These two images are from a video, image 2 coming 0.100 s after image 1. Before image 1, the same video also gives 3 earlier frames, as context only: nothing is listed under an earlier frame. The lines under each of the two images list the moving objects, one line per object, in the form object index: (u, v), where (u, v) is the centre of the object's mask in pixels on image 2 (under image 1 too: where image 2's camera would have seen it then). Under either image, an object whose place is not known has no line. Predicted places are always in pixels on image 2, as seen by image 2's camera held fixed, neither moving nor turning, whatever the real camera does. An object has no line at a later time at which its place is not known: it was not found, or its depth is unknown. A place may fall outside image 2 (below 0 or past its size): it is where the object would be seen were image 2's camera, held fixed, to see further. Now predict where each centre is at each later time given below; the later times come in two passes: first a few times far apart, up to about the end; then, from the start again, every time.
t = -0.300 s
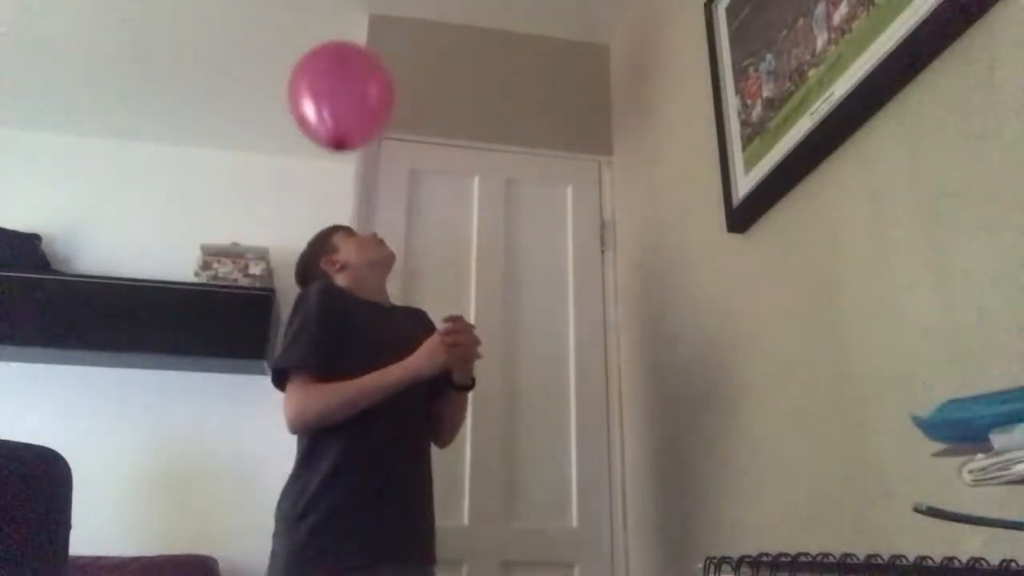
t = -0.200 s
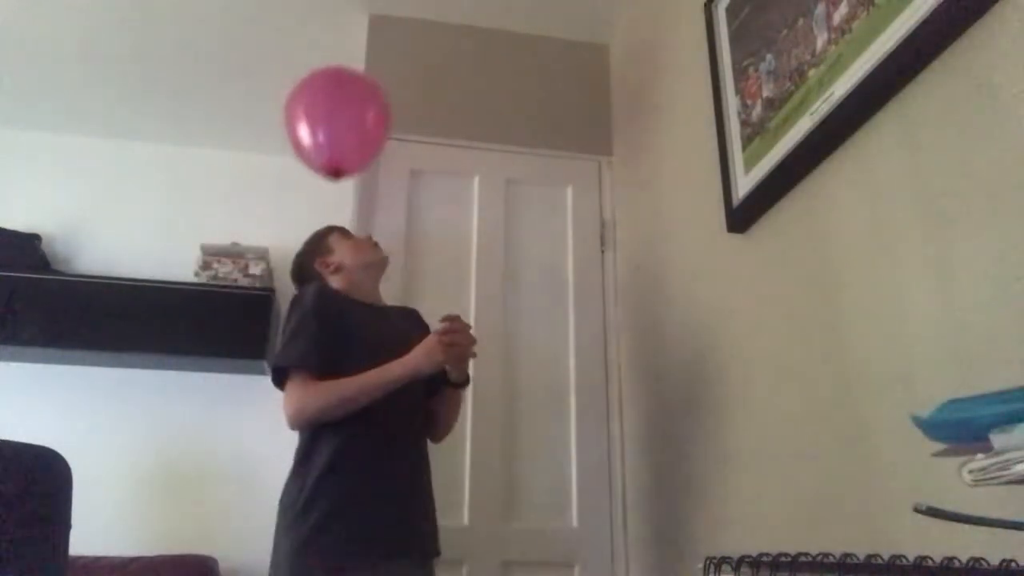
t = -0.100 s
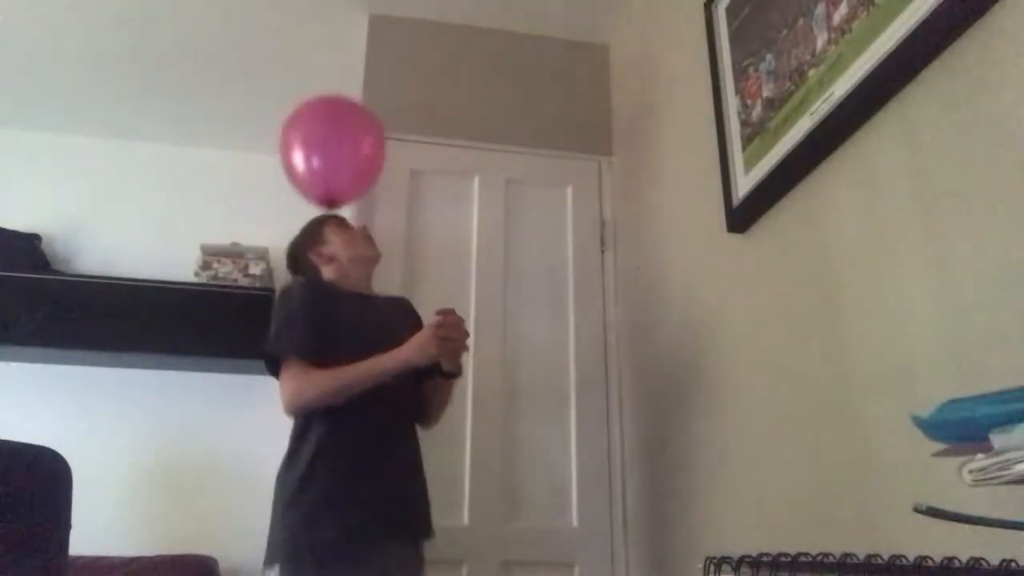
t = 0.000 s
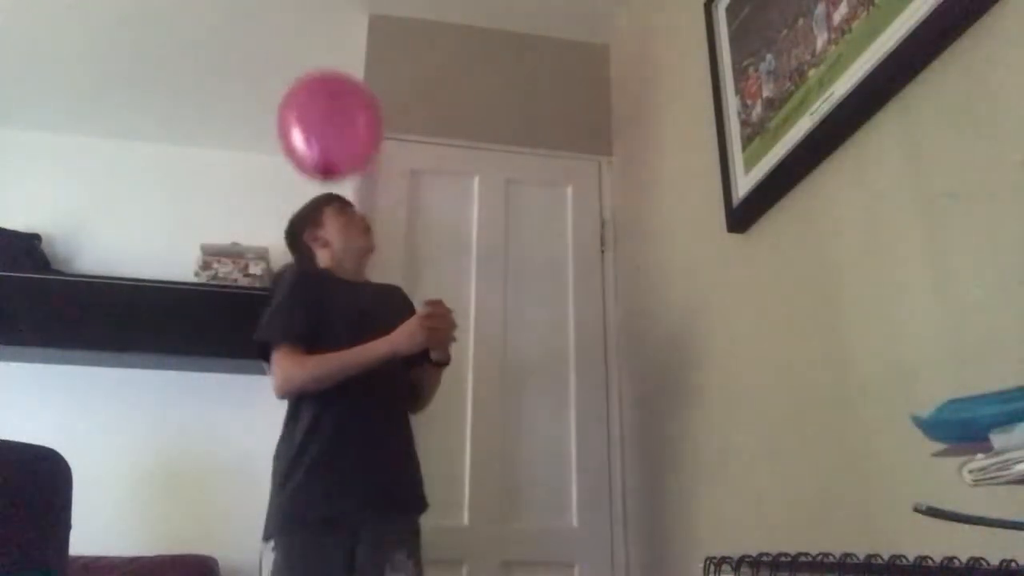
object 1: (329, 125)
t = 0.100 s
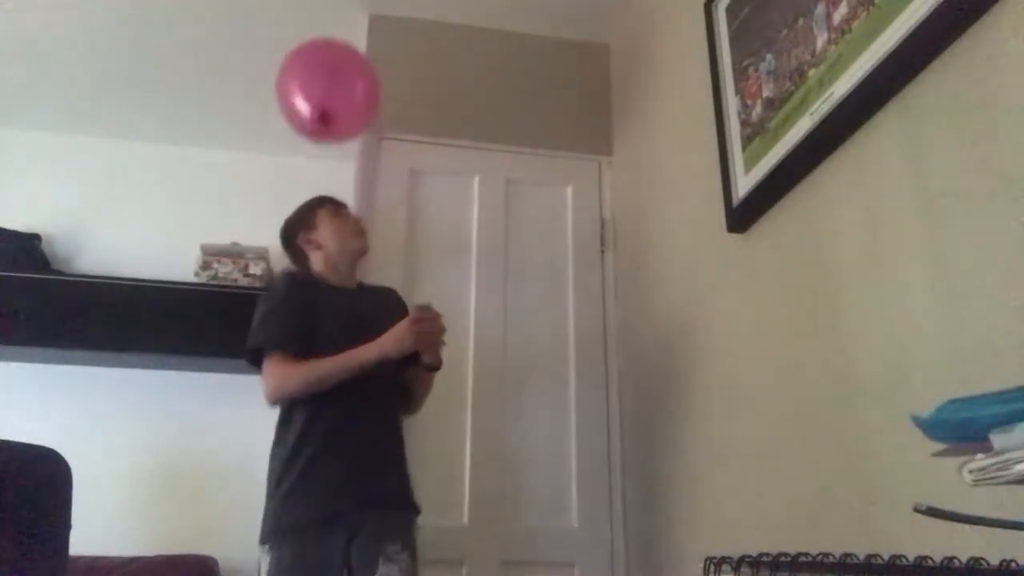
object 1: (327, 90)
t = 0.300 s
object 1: (325, 46)
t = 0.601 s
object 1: (319, 28)
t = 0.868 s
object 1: (310, 30)
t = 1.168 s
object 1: (297, 53)
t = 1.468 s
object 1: (284, 115)
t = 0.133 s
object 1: (327, 81)
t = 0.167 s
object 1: (327, 72)
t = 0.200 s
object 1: (326, 64)
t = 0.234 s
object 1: (326, 57)
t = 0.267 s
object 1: (325, 50)
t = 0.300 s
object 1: (325, 46)
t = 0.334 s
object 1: (324, 42)
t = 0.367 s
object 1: (324, 39)
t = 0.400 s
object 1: (324, 37)
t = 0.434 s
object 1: (323, 35)
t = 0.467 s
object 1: (322, 33)
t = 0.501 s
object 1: (321, 31)
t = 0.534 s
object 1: (321, 30)
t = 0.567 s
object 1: (320, 29)
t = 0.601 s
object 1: (319, 28)
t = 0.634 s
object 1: (318, 27)
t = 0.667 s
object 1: (316, 27)
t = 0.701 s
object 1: (316, 27)
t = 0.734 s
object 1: (315, 27)
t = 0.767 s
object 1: (314, 27)
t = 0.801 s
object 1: (313, 27)
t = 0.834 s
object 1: (311, 28)
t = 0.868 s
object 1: (310, 30)
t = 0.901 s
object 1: (308, 32)
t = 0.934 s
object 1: (307, 34)
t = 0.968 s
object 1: (305, 36)
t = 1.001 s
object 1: (304, 38)
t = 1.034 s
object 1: (303, 40)
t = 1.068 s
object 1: (301, 43)
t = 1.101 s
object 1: (300, 46)
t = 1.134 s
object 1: (298, 49)
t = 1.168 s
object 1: (297, 53)
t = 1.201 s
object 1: (295, 57)
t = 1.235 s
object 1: (294, 63)
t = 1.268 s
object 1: (293, 69)
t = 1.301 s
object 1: (291, 76)
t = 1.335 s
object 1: (290, 83)
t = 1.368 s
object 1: (288, 90)
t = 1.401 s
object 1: (287, 98)
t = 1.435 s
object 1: (285, 106)
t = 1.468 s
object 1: (284, 115)
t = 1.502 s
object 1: (282, 124)
